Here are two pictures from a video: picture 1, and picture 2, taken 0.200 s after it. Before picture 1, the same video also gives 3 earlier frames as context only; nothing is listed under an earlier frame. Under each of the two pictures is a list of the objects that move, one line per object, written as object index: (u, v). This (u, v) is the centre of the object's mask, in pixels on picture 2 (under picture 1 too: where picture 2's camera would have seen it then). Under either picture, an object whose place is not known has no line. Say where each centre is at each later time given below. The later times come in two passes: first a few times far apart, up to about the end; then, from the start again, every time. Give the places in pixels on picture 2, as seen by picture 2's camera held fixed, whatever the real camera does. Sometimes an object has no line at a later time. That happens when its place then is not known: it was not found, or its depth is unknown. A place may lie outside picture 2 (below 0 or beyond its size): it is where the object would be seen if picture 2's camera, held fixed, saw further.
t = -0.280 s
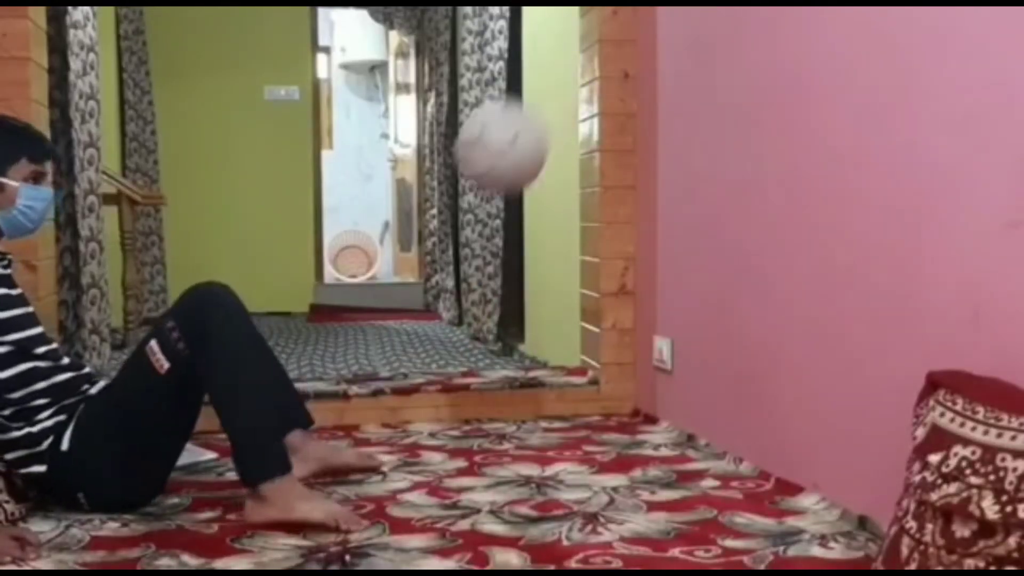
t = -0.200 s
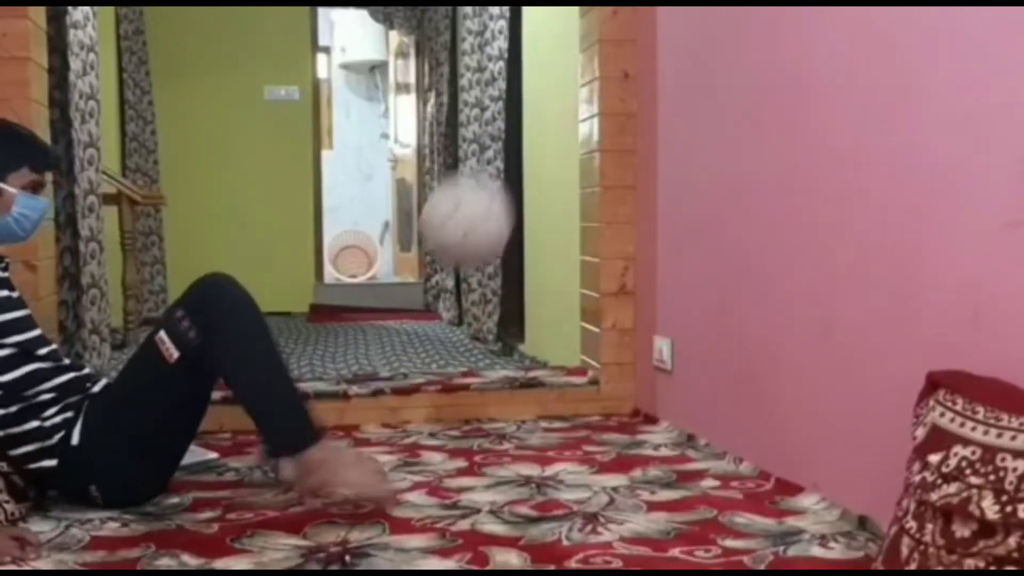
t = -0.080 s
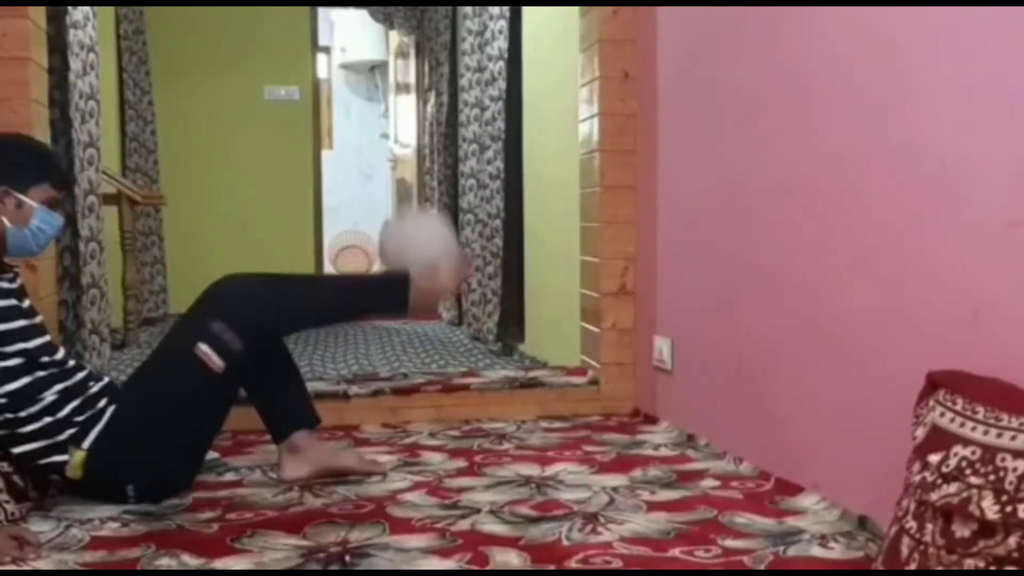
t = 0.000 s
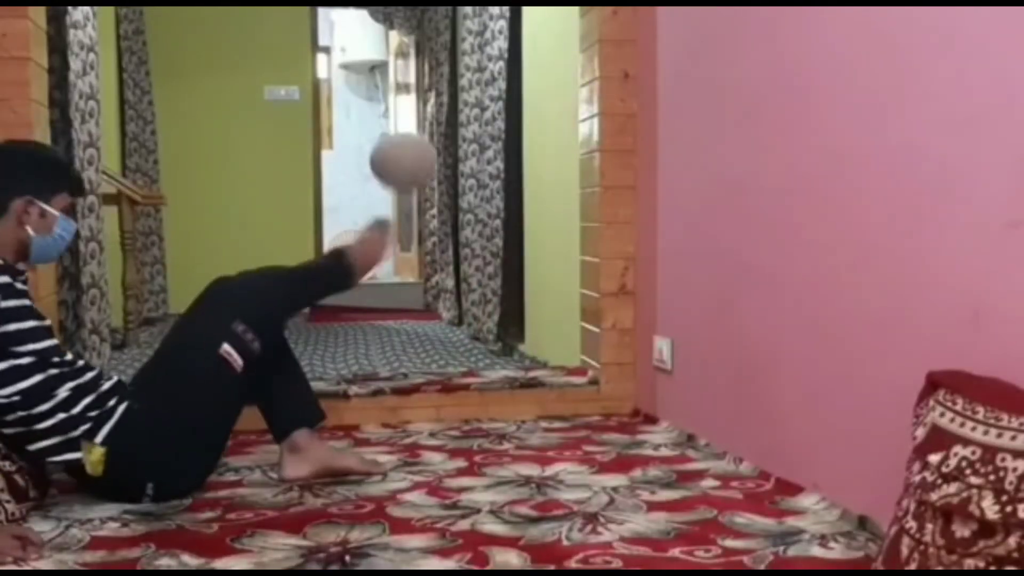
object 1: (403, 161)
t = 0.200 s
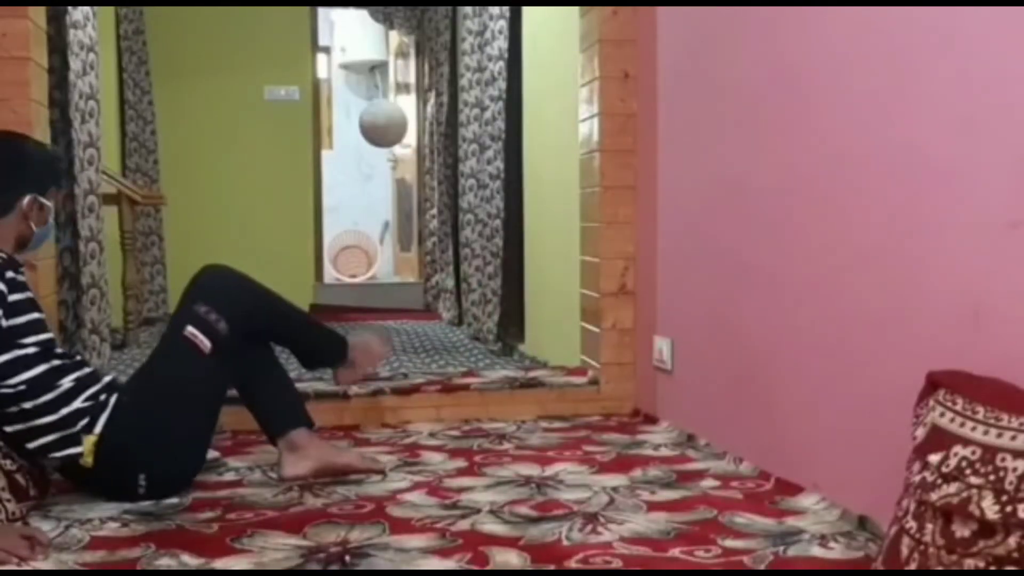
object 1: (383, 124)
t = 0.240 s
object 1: (381, 127)
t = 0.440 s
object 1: (373, 174)
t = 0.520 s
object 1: (371, 202)
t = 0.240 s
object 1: (381, 127)
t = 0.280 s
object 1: (379, 133)
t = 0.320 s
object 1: (377, 140)
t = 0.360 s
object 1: (376, 150)
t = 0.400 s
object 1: (375, 160)
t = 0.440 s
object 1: (373, 174)
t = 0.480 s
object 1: (372, 188)
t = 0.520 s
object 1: (371, 202)
